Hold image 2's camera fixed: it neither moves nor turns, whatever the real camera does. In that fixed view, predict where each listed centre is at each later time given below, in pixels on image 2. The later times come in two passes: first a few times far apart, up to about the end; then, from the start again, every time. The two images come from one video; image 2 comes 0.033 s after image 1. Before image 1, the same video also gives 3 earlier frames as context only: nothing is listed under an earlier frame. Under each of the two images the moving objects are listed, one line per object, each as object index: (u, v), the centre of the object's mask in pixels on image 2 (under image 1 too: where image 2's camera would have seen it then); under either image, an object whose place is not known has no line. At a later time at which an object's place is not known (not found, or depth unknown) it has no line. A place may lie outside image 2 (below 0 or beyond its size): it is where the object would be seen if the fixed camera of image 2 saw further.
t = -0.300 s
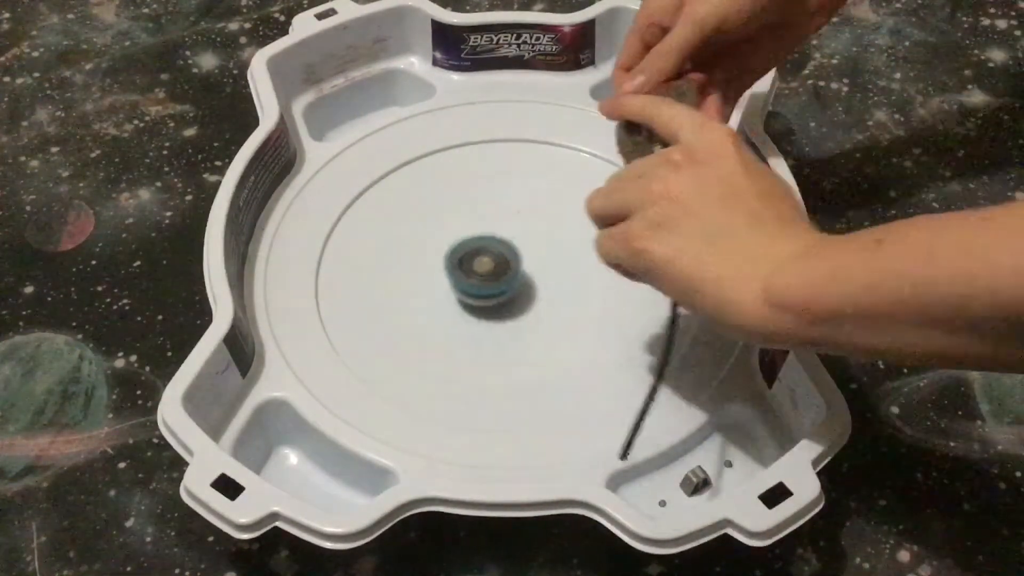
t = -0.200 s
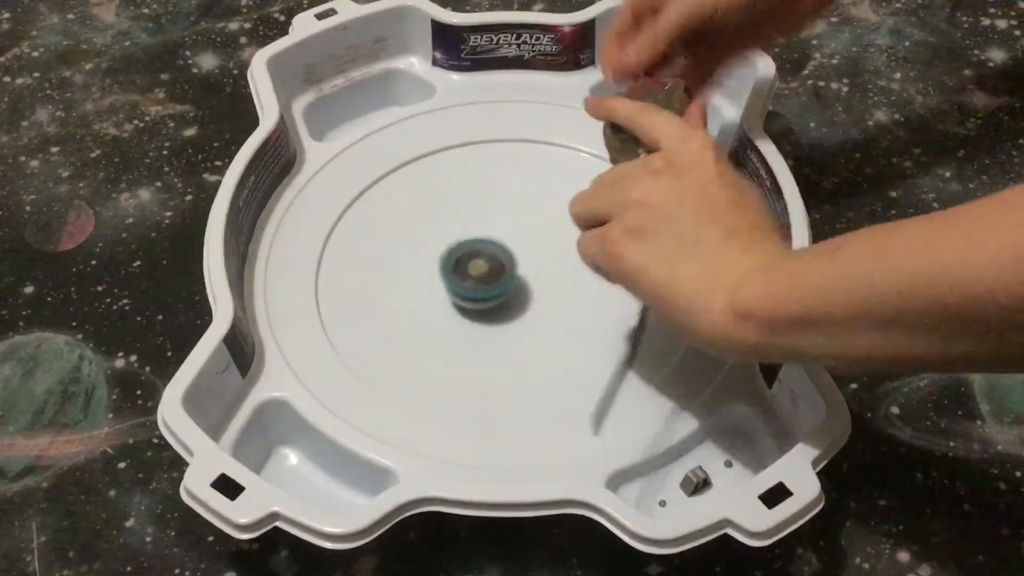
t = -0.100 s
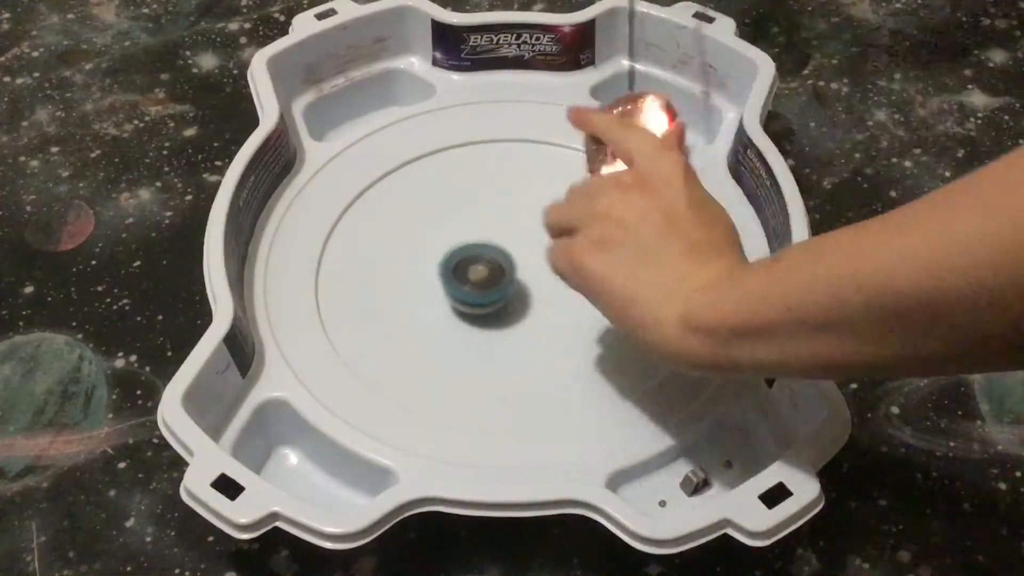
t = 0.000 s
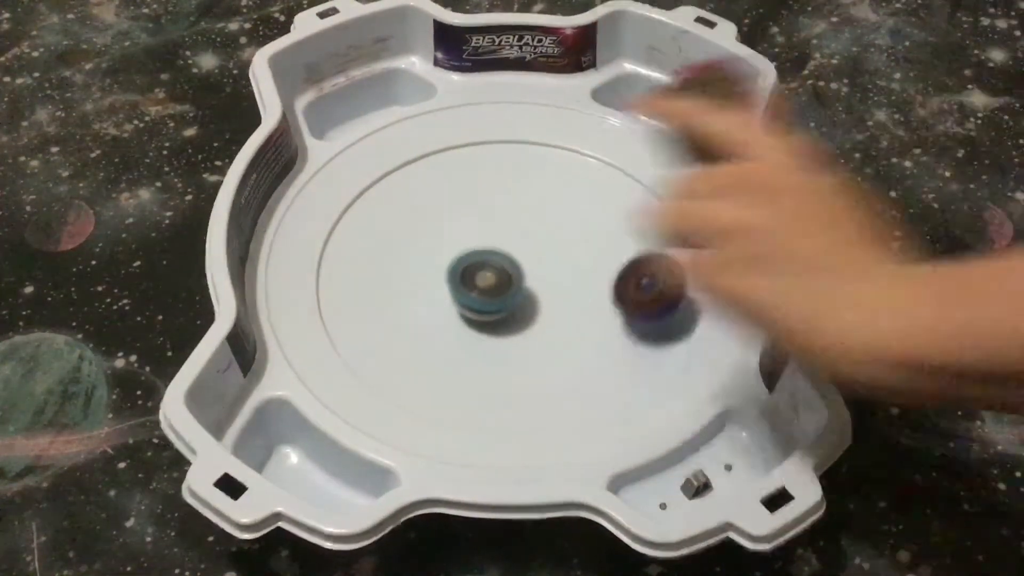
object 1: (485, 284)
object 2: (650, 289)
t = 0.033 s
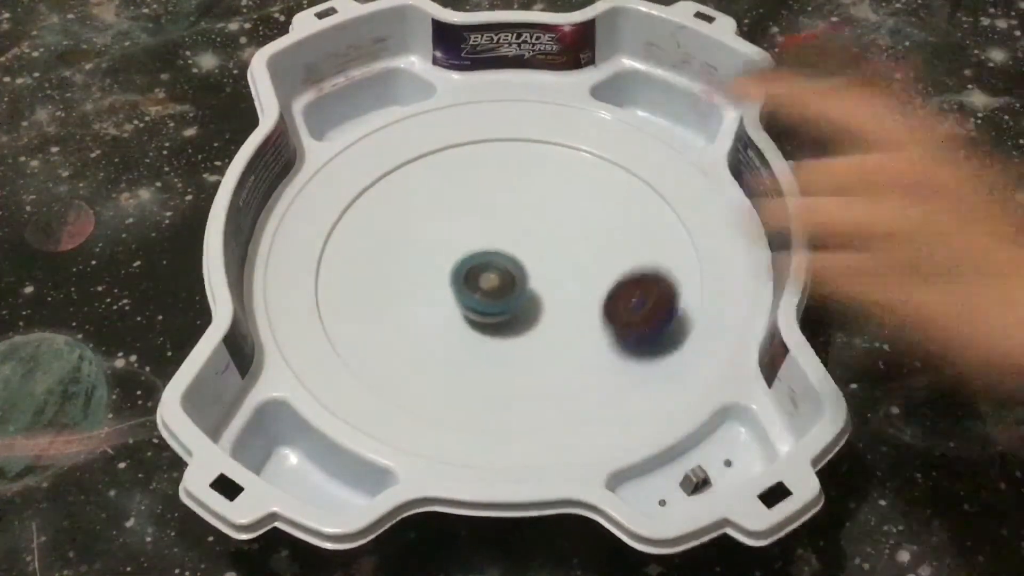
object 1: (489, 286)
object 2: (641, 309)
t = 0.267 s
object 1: (508, 267)
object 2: (531, 389)
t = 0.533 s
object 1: (495, 251)
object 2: (464, 337)
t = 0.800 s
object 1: (505, 226)
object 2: (455, 280)
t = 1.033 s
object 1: (563, 179)
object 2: (380, 322)
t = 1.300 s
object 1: (525, 181)
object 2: (442, 343)
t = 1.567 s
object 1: (547, 227)
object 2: (518, 281)
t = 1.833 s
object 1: (579, 226)
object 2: (425, 258)
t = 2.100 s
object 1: (556, 247)
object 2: (382, 238)
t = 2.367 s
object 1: (560, 279)
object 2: (447, 235)
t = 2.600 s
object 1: (549, 293)
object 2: (520, 218)
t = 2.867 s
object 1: (526, 300)
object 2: (530, 198)
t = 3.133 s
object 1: (495, 293)
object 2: (503, 202)
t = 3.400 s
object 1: (485, 281)
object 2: (553, 227)
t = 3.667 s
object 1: (483, 262)
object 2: (625, 205)
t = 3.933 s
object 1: (497, 250)
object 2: (626, 184)
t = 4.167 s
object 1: (478, 239)
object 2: (602, 249)
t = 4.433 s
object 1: (417, 240)
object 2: (662, 313)
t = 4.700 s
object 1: (438, 269)
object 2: (640, 324)
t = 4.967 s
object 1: (459, 226)
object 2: (573, 355)
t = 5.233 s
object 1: (436, 166)
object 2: (550, 348)
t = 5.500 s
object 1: (493, 236)
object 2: (455, 300)
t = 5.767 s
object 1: (550, 247)
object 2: (401, 282)
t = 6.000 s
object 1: (577, 251)
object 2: (411, 270)
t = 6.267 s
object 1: (560, 277)
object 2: (467, 239)
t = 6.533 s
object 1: (521, 301)
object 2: (514, 187)
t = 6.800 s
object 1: (485, 293)
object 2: (537, 185)
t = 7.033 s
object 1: (471, 267)
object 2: (566, 228)
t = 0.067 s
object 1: (492, 287)
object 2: (629, 329)
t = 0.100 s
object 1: (497, 285)
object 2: (614, 341)
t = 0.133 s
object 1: (501, 283)
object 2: (599, 358)
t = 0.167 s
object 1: (503, 279)
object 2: (582, 371)
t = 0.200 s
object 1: (505, 275)
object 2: (564, 379)
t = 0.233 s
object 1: (506, 271)
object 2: (547, 385)
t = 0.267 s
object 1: (508, 267)
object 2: (531, 389)
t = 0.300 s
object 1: (507, 264)
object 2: (516, 391)
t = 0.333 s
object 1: (505, 260)
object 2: (503, 389)
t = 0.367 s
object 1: (503, 257)
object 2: (492, 386)
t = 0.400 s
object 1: (501, 255)
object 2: (482, 380)
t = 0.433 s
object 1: (499, 253)
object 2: (475, 370)
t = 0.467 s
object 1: (497, 252)
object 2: (469, 362)
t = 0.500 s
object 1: (496, 252)
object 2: (466, 350)
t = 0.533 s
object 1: (495, 251)
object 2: (464, 337)
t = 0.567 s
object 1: (494, 251)
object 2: (463, 324)
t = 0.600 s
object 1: (495, 247)
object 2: (461, 309)
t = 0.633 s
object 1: (500, 239)
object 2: (458, 303)
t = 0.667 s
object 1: (504, 234)
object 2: (456, 297)
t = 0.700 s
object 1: (506, 231)
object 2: (455, 292)
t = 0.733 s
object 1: (506, 229)
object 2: (454, 287)
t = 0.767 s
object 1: (504, 226)
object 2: (455, 282)
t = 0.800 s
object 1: (505, 226)
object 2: (455, 280)
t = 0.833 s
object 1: (522, 217)
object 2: (440, 283)
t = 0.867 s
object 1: (538, 210)
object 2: (424, 290)
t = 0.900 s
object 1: (550, 202)
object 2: (411, 298)
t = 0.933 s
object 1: (557, 195)
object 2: (398, 307)
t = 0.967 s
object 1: (562, 188)
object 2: (389, 309)
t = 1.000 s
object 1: (563, 183)
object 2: (383, 317)
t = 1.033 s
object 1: (563, 179)
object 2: (380, 322)
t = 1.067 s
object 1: (561, 176)
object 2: (381, 323)
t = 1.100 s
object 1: (557, 174)
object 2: (382, 333)
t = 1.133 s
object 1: (551, 173)
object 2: (387, 339)
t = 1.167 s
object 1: (546, 172)
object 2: (394, 338)
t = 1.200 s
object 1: (542, 173)
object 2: (403, 342)
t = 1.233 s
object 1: (537, 175)
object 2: (415, 337)
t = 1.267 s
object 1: (531, 178)
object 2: (428, 342)
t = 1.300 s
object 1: (525, 181)
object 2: (442, 343)
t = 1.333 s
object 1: (521, 186)
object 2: (457, 332)
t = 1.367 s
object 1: (518, 189)
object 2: (472, 329)
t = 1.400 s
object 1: (518, 196)
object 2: (486, 321)
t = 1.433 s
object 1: (519, 203)
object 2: (497, 307)
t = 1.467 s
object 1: (522, 211)
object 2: (508, 304)
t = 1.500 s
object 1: (528, 223)
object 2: (516, 286)
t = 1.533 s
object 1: (535, 225)
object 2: (520, 285)
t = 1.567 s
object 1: (547, 227)
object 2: (518, 281)
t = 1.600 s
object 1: (559, 224)
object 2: (511, 286)
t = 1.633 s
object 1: (570, 222)
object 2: (501, 281)
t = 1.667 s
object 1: (577, 220)
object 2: (491, 281)
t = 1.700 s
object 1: (583, 221)
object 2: (478, 274)
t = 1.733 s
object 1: (586, 222)
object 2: (465, 272)
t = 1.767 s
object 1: (586, 224)
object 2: (450, 263)
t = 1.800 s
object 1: (584, 225)
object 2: (436, 264)
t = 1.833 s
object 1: (579, 226)
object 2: (425, 258)
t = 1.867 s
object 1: (574, 227)
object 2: (414, 256)
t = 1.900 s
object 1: (570, 227)
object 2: (405, 253)
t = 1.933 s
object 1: (566, 230)
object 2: (398, 248)
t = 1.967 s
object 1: (562, 231)
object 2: (391, 242)
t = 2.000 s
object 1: (561, 233)
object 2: (386, 242)
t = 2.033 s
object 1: (559, 238)
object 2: (383, 239)
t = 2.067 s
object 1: (557, 243)
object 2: (382, 238)
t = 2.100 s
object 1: (556, 247)
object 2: (382, 238)
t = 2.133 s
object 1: (556, 251)
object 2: (384, 238)
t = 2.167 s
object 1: (556, 256)
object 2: (389, 236)
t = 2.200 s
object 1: (557, 259)
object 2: (395, 234)
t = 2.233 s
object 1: (560, 263)
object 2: (403, 232)
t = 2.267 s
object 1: (560, 267)
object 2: (412, 235)
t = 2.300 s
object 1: (560, 271)
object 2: (422, 237)
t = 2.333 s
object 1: (560, 274)
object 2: (433, 235)
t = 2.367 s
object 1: (560, 279)
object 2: (447, 235)
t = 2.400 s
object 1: (558, 283)
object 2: (459, 232)
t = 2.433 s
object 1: (556, 286)
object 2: (471, 233)
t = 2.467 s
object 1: (553, 288)
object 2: (482, 230)
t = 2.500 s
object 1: (551, 289)
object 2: (494, 228)
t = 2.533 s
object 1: (550, 291)
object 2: (503, 226)
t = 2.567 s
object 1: (549, 293)
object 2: (513, 225)
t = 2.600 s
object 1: (549, 293)
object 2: (520, 218)
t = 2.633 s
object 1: (548, 294)
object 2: (525, 216)
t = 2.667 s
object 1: (547, 294)
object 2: (528, 212)
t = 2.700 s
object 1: (545, 294)
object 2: (530, 213)
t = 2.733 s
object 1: (542, 294)
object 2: (531, 208)
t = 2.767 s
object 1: (540, 295)
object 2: (532, 206)
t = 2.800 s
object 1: (536, 296)
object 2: (533, 204)
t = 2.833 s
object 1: (532, 299)
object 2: (531, 198)
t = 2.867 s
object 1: (526, 300)
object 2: (530, 198)
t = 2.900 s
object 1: (520, 299)
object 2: (527, 196)
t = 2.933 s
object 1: (515, 299)
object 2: (523, 191)
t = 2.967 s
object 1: (512, 297)
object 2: (520, 193)
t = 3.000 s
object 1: (508, 295)
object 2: (516, 192)
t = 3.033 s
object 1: (505, 294)
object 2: (512, 193)
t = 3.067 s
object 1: (502, 294)
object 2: (509, 196)
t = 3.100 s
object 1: (499, 293)
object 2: (506, 198)
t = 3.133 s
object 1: (495, 293)
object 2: (503, 202)
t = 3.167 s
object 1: (493, 293)
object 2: (503, 206)
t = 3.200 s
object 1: (491, 291)
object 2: (506, 210)
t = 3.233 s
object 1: (489, 290)
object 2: (509, 214)
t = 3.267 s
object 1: (488, 289)
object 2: (514, 218)
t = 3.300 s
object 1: (487, 287)
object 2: (522, 220)
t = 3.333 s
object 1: (487, 285)
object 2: (531, 224)
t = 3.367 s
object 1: (486, 282)
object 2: (542, 227)
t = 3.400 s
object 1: (485, 281)
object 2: (553, 227)
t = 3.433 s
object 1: (484, 278)
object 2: (564, 227)
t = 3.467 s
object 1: (483, 276)
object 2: (576, 228)
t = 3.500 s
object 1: (480, 272)
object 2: (588, 227)
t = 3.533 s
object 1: (481, 270)
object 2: (600, 225)
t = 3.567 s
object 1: (482, 268)
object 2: (609, 220)
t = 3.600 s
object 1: (482, 266)
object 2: (617, 216)
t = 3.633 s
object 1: (482, 264)
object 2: (622, 210)
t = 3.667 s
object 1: (483, 262)
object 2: (625, 205)
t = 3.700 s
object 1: (486, 261)
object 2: (627, 199)
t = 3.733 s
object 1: (488, 259)
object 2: (631, 194)
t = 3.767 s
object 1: (489, 257)
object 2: (635, 188)
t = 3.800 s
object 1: (490, 256)
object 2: (636, 182)
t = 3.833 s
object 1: (492, 255)
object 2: (636, 180)
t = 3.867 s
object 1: (494, 254)
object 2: (633, 179)
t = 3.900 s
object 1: (496, 252)
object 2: (630, 180)
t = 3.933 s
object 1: (497, 250)
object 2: (626, 184)
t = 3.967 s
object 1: (499, 249)
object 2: (622, 190)
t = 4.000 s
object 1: (502, 249)
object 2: (616, 198)
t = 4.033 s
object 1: (504, 248)
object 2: (608, 208)
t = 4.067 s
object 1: (506, 248)
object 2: (600, 218)
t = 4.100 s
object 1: (508, 247)
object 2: (592, 227)
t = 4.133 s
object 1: (504, 247)
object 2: (590, 237)
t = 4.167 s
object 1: (478, 239)
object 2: (602, 249)
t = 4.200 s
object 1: (457, 232)
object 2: (609, 259)
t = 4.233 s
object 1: (445, 229)
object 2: (616, 270)
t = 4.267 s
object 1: (436, 227)
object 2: (622, 280)
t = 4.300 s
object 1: (430, 229)
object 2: (629, 290)
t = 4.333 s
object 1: (425, 231)
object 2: (638, 299)
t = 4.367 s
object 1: (421, 234)
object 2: (646, 304)
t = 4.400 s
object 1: (419, 236)
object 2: (654, 309)
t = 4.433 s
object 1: (417, 240)
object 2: (662, 313)
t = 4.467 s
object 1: (416, 243)
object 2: (668, 315)
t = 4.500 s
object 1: (416, 247)
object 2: (670, 317)
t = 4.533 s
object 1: (418, 252)
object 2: (670, 318)
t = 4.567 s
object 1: (420, 256)
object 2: (668, 320)
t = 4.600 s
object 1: (423, 260)
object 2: (663, 321)
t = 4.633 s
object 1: (428, 264)
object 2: (657, 323)
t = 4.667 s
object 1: (432, 266)
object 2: (650, 324)
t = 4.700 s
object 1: (438, 269)
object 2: (640, 324)
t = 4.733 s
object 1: (446, 272)
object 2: (629, 325)
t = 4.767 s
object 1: (453, 274)
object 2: (616, 325)
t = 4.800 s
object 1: (460, 276)
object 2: (603, 323)
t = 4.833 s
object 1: (468, 278)
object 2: (589, 322)
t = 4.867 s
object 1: (477, 279)
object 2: (574, 320)
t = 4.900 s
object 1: (486, 280)
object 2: (558, 317)
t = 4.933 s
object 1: (478, 259)
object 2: (561, 333)
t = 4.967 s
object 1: (459, 226)
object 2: (573, 355)
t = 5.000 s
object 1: (443, 195)
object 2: (580, 371)
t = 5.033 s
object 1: (430, 170)
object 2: (585, 384)
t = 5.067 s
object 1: (420, 148)
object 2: (582, 382)
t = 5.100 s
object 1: (419, 143)
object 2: (577, 380)
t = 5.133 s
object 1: (421, 144)
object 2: (572, 370)
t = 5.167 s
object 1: (425, 150)
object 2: (565, 363)
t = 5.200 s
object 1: (431, 158)
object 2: (559, 355)
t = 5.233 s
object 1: (436, 166)
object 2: (550, 348)
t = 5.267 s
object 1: (440, 174)
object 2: (543, 341)
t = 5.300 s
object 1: (449, 187)
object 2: (532, 334)
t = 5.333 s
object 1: (453, 195)
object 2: (522, 328)
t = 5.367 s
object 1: (461, 206)
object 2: (509, 322)
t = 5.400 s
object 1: (468, 214)
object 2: (497, 316)
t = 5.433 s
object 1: (477, 223)
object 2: (482, 311)
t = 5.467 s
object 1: (486, 230)
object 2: (470, 306)
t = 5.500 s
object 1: (493, 236)
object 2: (455, 300)
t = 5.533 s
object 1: (503, 241)
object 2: (444, 298)
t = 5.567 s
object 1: (511, 245)
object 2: (434, 294)
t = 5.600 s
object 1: (518, 247)
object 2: (424, 291)
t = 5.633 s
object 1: (525, 249)
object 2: (417, 288)
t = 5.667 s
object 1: (532, 249)
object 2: (412, 287)
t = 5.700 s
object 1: (539, 248)
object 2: (407, 286)
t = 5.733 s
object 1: (545, 248)
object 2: (403, 284)
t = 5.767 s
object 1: (550, 247)
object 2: (401, 282)
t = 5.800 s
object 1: (555, 247)
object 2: (399, 280)
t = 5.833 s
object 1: (559, 247)
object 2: (398, 279)
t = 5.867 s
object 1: (563, 246)
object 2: (398, 279)
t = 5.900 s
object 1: (568, 246)
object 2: (400, 279)
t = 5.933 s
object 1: (572, 247)
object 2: (403, 277)
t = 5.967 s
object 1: (575, 249)
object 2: (407, 274)
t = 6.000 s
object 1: (577, 251)
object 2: (411, 270)
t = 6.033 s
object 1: (577, 253)
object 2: (418, 267)
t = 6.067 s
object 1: (577, 256)
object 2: (425, 263)
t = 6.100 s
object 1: (575, 259)
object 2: (432, 257)
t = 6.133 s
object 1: (573, 262)
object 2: (440, 254)
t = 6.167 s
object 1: (571, 265)
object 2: (447, 249)
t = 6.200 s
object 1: (567, 269)
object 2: (455, 246)
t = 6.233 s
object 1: (563, 273)
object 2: (461, 243)
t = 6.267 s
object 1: (560, 277)
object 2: (467, 239)
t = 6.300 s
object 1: (554, 280)
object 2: (472, 235)
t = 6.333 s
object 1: (548, 285)
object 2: (476, 229)
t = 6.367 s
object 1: (541, 289)
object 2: (484, 221)
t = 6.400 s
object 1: (536, 293)
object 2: (492, 213)
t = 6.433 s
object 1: (532, 296)
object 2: (499, 203)
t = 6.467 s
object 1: (528, 298)
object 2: (505, 197)
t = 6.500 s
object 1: (525, 300)
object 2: (510, 192)
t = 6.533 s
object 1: (521, 301)
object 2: (514, 187)
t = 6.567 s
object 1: (517, 302)
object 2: (518, 184)
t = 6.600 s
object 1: (513, 303)
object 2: (520, 181)
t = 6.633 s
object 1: (508, 303)
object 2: (523, 180)
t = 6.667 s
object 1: (502, 302)
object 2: (525, 180)
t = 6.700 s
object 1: (497, 301)
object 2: (528, 180)
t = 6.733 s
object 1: (492, 299)
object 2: (531, 181)
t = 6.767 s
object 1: (488, 296)
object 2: (534, 184)
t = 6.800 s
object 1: (485, 293)
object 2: (537, 185)
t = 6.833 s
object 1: (481, 290)
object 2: (541, 189)
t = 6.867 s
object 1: (478, 287)
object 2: (544, 193)
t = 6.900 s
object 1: (475, 283)
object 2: (548, 198)
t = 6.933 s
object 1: (474, 279)
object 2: (553, 205)
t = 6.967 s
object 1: (473, 275)
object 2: (556, 213)
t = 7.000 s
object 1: (471, 271)
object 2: (561, 220)
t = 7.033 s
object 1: (471, 267)
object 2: (566, 228)
